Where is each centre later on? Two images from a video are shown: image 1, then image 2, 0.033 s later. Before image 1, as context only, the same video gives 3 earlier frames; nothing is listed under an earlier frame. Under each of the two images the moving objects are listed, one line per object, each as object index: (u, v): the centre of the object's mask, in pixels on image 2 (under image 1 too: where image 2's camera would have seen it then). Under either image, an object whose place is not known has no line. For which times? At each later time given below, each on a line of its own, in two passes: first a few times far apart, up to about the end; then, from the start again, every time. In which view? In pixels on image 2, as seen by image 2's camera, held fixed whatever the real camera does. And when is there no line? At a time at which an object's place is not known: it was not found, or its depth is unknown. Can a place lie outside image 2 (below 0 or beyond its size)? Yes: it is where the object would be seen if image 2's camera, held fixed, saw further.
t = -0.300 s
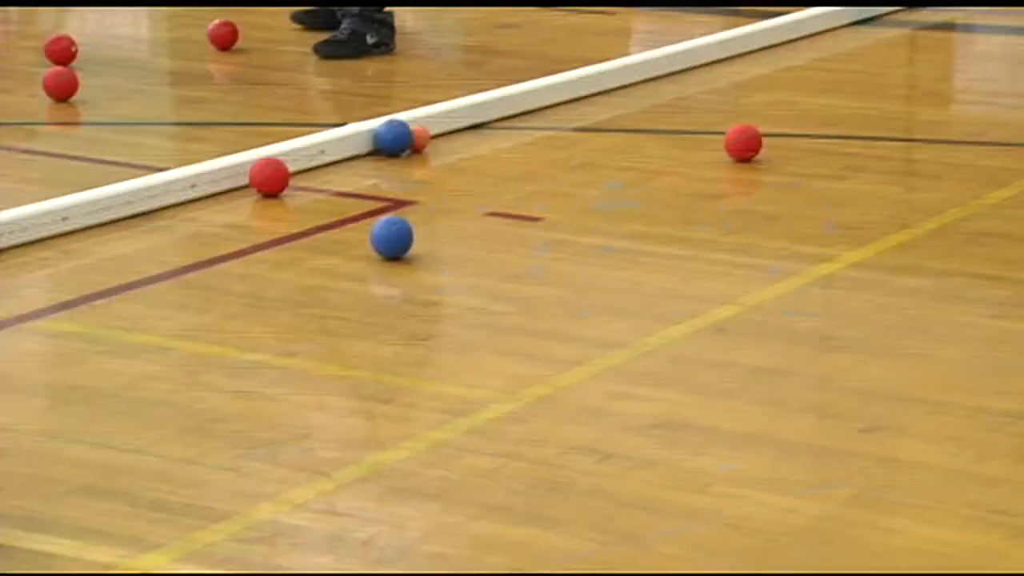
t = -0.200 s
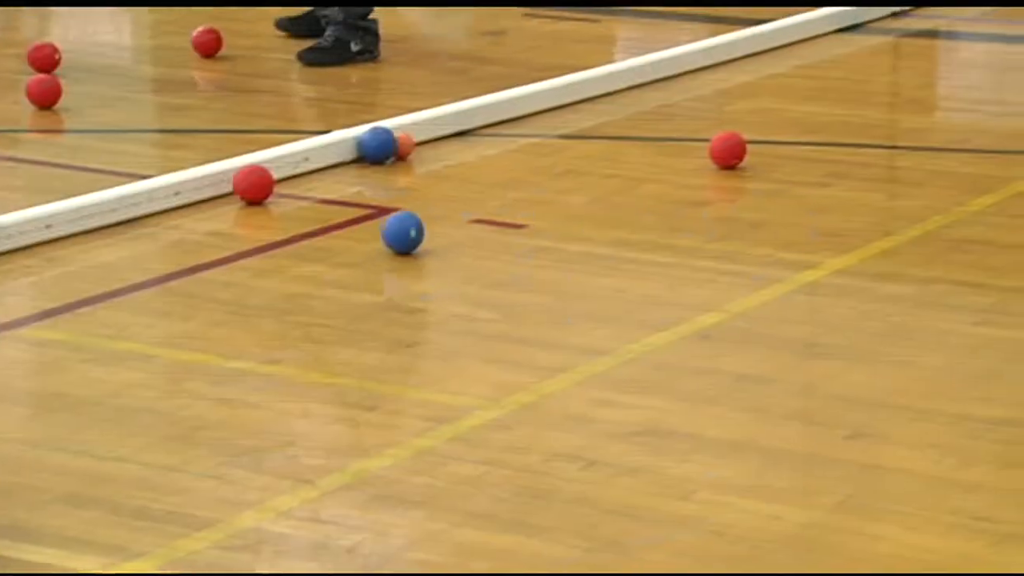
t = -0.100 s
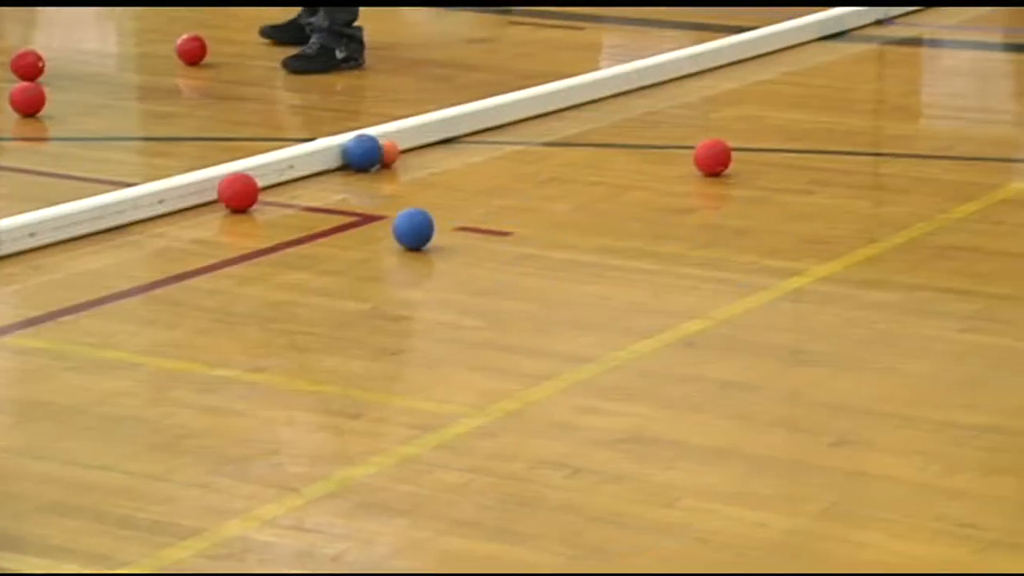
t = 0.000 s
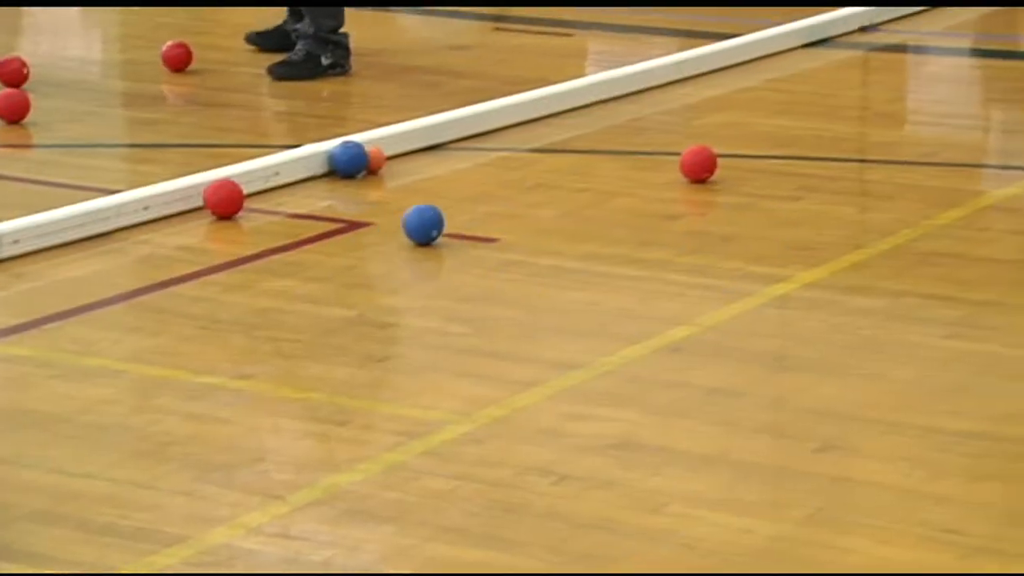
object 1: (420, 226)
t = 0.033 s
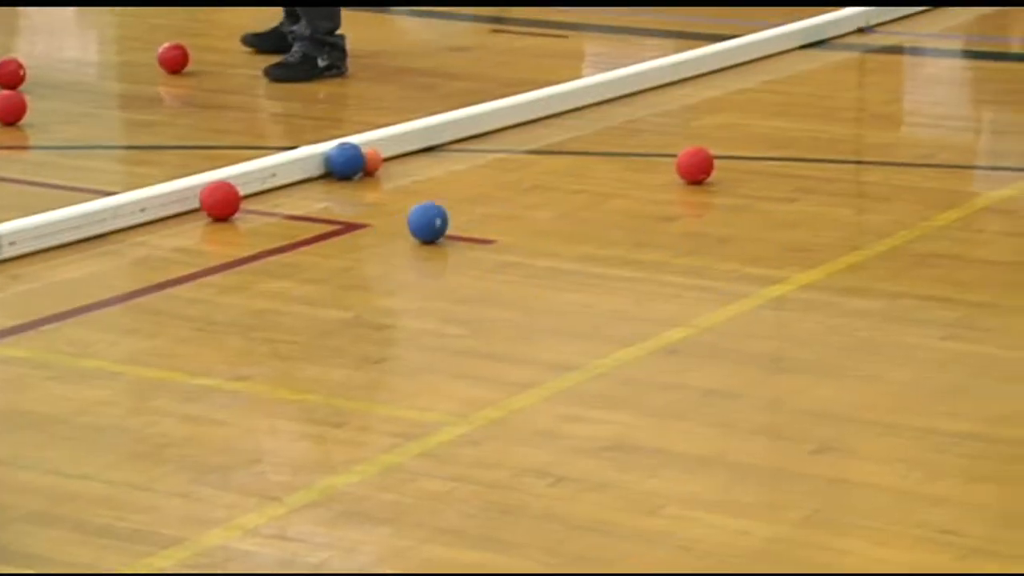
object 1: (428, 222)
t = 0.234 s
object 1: (471, 202)
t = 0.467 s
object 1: (519, 181)
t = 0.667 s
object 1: (555, 164)
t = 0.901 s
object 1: (593, 146)
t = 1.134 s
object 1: (627, 130)
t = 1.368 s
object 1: (656, 114)
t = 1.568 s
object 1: (679, 102)
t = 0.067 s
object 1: (435, 219)
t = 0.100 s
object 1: (443, 216)
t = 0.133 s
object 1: (451, 212)
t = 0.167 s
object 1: (458, 209)
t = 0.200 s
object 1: (464, 206)
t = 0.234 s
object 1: (471, 202)
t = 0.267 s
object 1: (479, 199)
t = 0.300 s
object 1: (486, 196)
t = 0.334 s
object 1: (493, 193)
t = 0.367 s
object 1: (499, 190)
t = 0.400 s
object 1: (506, 187)
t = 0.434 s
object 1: (512, 184)
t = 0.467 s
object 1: (519, 181)
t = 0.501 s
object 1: (525, 178)
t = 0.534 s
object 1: (531, 175)
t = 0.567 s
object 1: (537, 172)
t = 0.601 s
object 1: (543, 169)
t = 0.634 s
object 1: (549, 167)
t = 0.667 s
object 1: (555, 164)
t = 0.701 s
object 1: (560, 161)
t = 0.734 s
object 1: (566, 159)
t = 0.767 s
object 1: (571, 156)
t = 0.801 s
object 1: (577, 154)
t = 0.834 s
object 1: (582, 151)
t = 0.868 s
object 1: (588, 149)
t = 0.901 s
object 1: (593, 146)
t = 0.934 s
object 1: (598, 143)
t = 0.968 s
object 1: (603, 141)
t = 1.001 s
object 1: (608, 139)
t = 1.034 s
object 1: (613, 137)
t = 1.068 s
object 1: (617, 134)
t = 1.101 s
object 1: (622, 132)
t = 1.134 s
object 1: (627, 130)
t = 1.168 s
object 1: (631, 127)
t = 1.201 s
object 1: (636, 125)
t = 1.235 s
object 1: (640, 123)
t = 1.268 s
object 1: (644, 121)
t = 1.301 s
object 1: (648, 119)
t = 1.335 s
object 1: (652, 117)
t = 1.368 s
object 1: (656, 114)
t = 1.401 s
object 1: (660, 112)
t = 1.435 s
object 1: (664, 110)
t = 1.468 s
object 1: (668, 109)
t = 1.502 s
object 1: (672, 107)
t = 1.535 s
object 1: (675, 105)
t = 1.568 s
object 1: (679, 102)
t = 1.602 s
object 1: (683, 101)
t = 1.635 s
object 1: (686, 99)
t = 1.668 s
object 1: (690, 97)
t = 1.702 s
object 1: (693, 96)
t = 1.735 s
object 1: (696, 93)
